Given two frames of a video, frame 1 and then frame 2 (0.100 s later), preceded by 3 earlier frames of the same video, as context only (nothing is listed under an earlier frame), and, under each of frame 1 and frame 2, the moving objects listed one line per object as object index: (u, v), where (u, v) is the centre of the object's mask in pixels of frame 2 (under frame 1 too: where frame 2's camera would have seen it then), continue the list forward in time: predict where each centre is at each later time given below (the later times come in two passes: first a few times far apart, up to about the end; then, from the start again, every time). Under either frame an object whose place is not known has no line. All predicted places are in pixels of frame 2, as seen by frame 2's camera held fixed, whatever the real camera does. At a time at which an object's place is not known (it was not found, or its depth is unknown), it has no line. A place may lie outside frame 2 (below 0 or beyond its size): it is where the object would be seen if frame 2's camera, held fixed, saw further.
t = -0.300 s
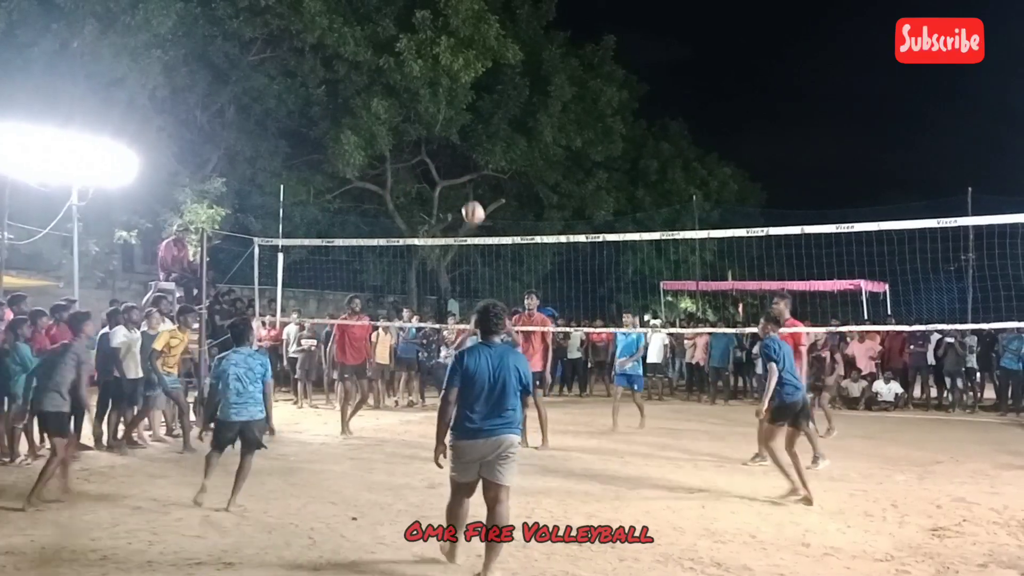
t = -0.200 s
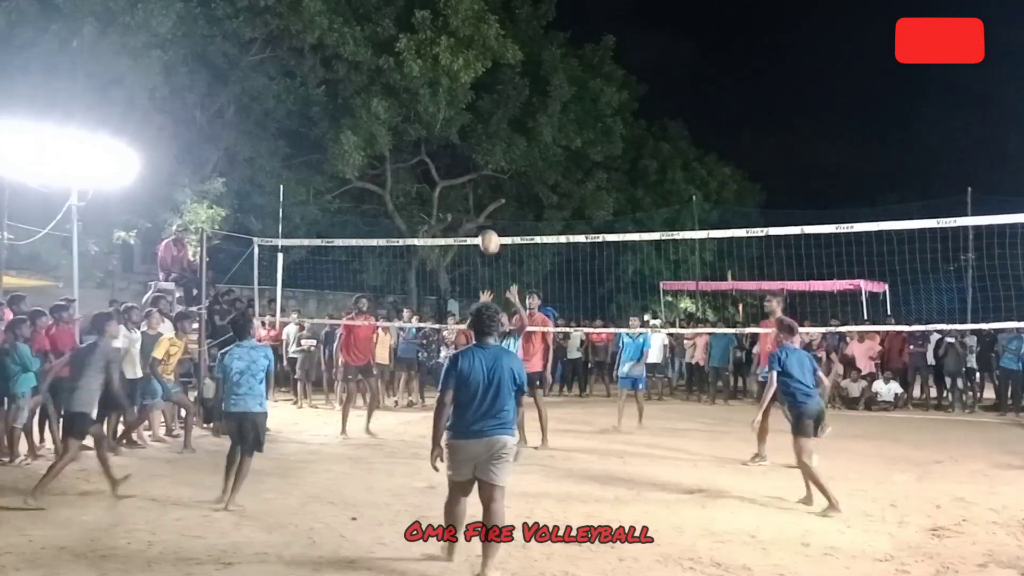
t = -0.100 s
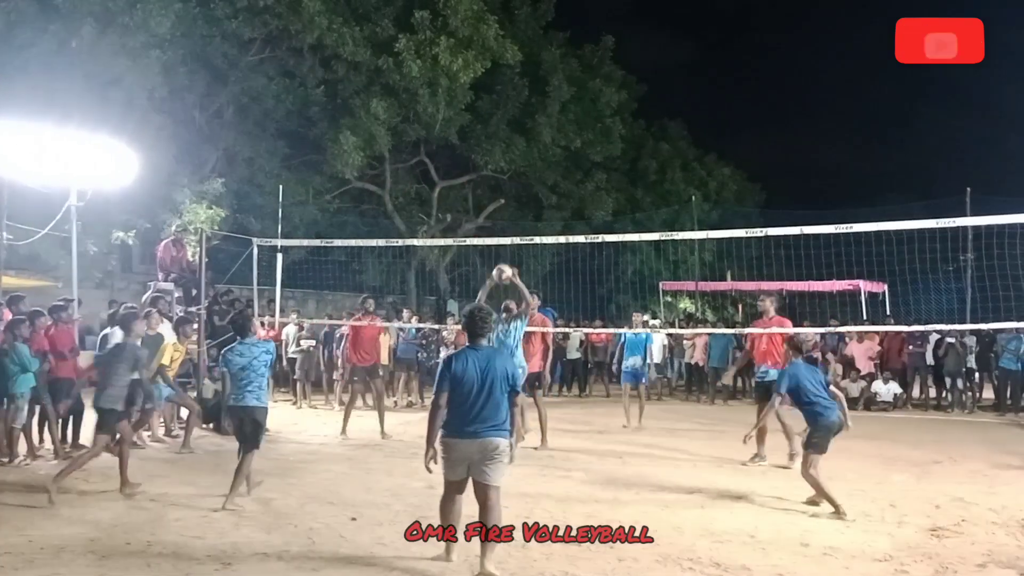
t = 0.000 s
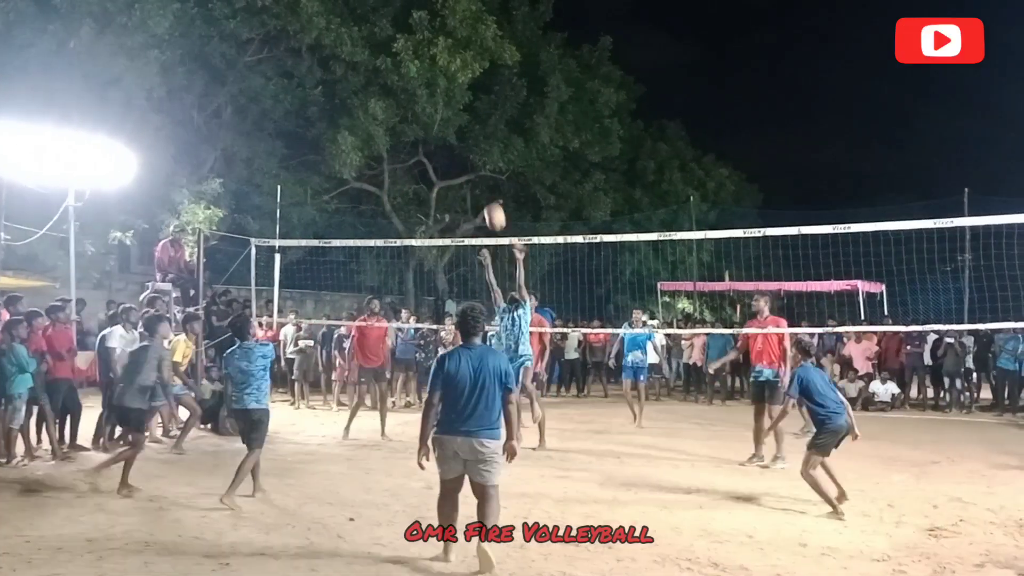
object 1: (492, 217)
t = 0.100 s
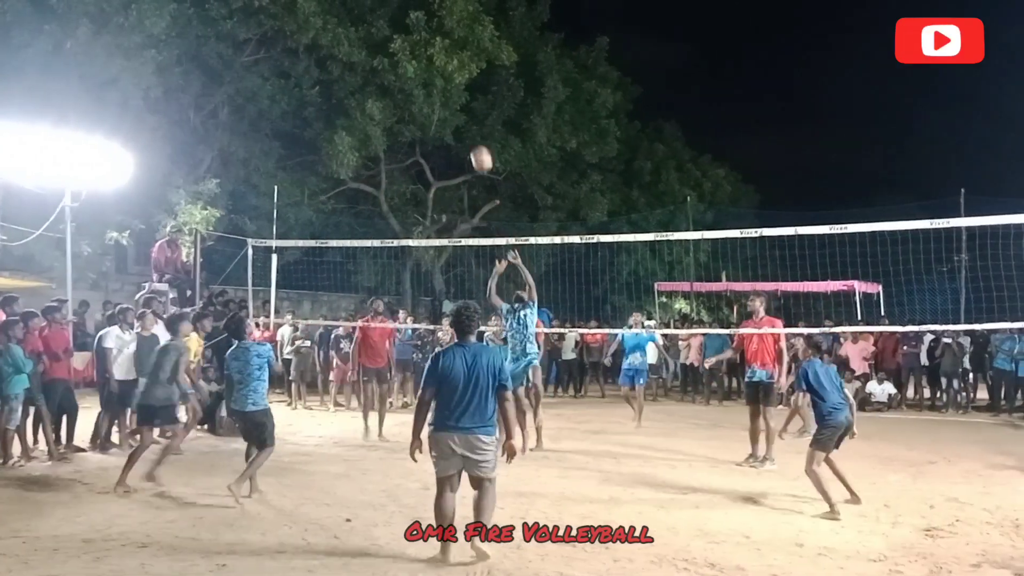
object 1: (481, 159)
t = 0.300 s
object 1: (458, 71)
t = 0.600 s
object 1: (423, 8)
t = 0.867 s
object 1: (390, 18)
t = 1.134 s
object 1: (355, 94)
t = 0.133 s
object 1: (478, 142)
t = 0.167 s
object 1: (474, 126)
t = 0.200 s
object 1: (470, 111)
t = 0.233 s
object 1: (466, 97)
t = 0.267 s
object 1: (462, 83)
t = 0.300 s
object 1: (458, 71)
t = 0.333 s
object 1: (455, 59)
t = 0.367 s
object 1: (451, 50)
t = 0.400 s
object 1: (447, 40)
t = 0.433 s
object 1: (443, 32)
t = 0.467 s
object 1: (439, 25)
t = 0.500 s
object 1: (435, 19)
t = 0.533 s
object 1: (431, 14)
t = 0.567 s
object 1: (427, 10)
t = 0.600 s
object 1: (423, 8)
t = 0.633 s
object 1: (419, 6)
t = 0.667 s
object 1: (415, 6)
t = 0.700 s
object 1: (411, 6)
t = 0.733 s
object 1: (407, 7)
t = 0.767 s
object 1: (402, 7)
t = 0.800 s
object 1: (398, 10)
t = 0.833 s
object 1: (394, 14)
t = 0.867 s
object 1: (390, 18)
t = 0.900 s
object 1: (385, 25)
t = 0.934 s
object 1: (381, 32)
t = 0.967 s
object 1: (377, 39)
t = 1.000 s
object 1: (373, 49)
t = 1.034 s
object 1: (368, 59)
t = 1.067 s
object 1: (364, 70)
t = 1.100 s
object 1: (359, 81)
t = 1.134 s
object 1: (355, 94)
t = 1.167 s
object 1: (350, 108)
